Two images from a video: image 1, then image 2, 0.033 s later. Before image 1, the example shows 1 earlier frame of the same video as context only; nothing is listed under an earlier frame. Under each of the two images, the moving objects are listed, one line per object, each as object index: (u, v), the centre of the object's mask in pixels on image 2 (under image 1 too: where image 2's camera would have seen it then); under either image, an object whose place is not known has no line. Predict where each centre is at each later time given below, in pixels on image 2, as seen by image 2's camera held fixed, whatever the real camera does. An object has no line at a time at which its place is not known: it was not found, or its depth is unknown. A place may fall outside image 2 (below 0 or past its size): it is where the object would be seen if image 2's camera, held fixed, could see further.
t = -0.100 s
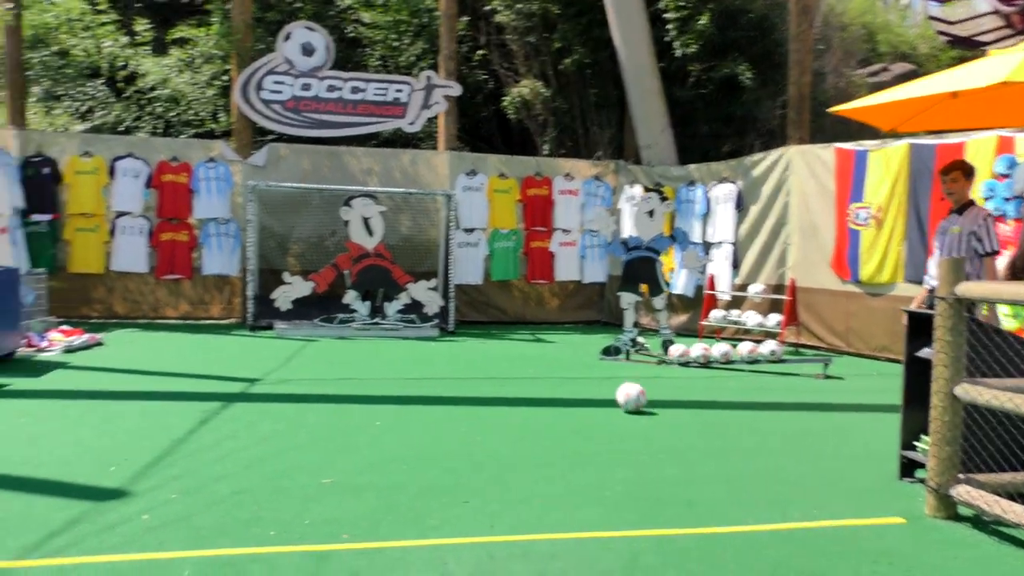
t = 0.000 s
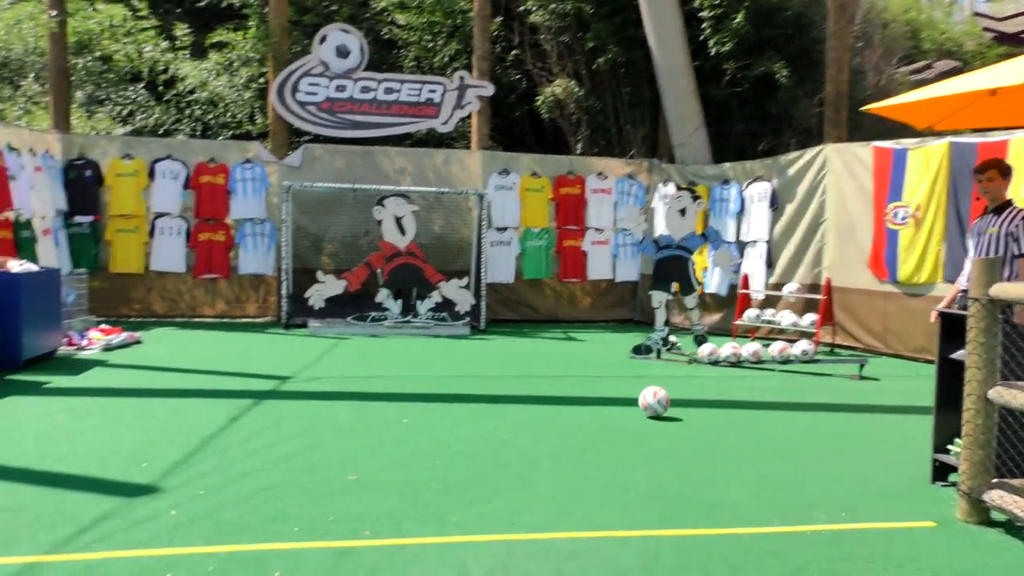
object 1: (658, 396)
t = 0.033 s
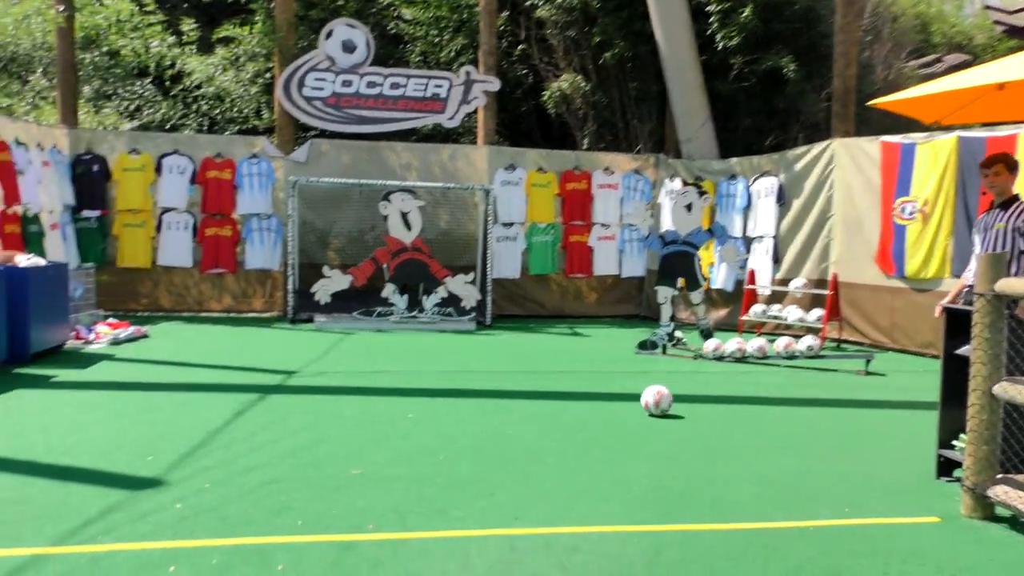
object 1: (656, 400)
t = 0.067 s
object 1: (655, 401)
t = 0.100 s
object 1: (652, 403)
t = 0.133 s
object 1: (650, 407)
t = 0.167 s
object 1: (648, 408)
